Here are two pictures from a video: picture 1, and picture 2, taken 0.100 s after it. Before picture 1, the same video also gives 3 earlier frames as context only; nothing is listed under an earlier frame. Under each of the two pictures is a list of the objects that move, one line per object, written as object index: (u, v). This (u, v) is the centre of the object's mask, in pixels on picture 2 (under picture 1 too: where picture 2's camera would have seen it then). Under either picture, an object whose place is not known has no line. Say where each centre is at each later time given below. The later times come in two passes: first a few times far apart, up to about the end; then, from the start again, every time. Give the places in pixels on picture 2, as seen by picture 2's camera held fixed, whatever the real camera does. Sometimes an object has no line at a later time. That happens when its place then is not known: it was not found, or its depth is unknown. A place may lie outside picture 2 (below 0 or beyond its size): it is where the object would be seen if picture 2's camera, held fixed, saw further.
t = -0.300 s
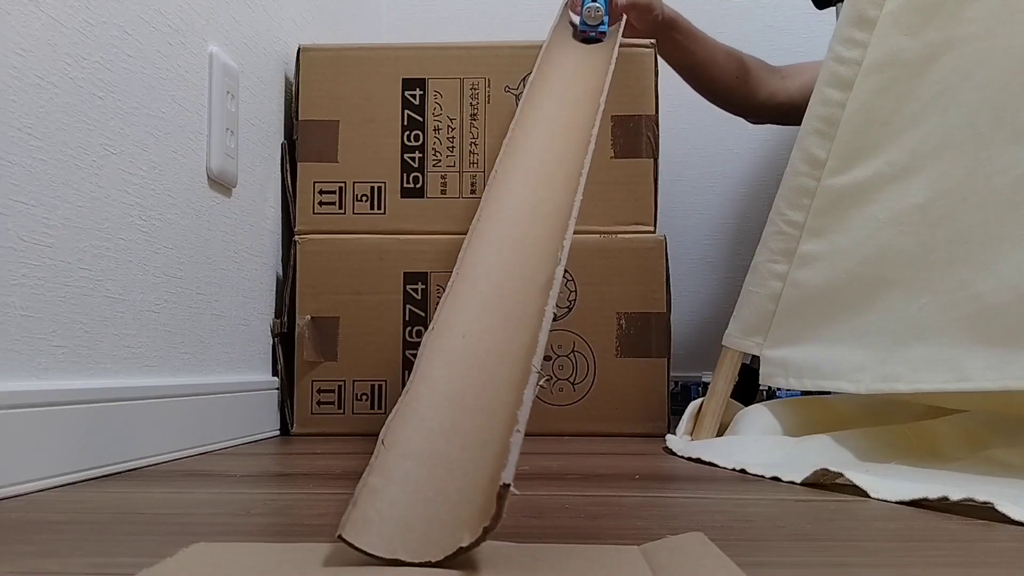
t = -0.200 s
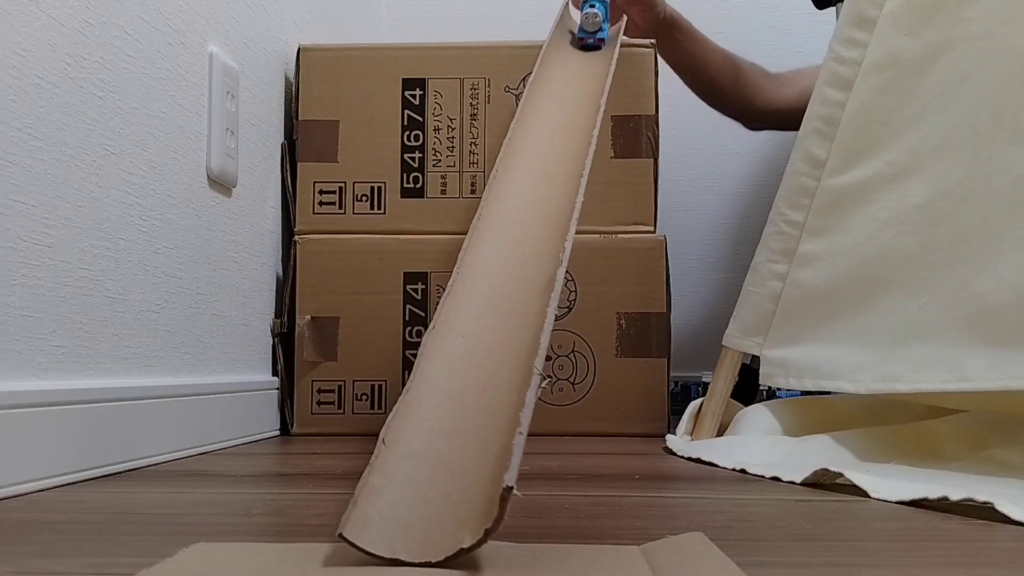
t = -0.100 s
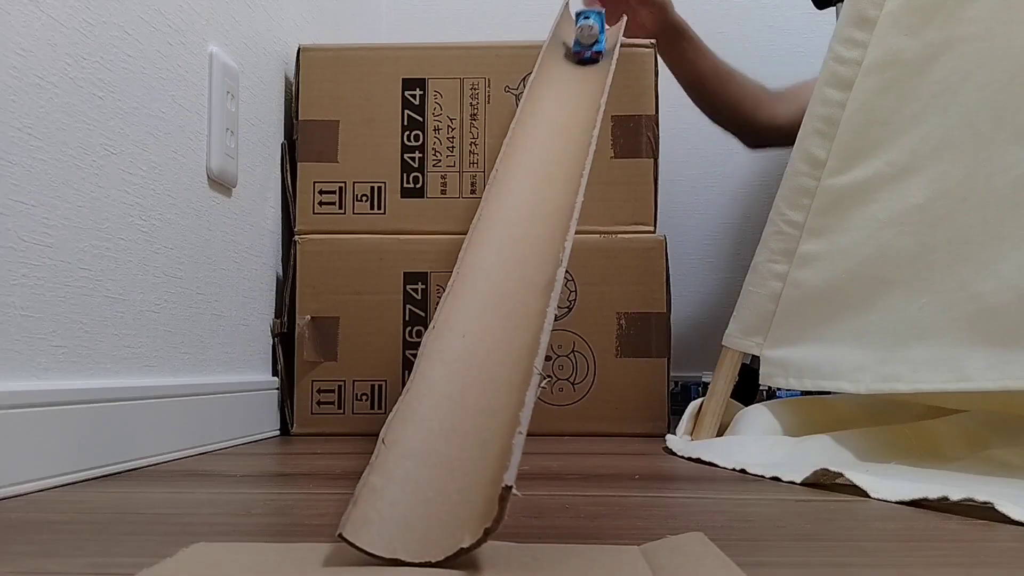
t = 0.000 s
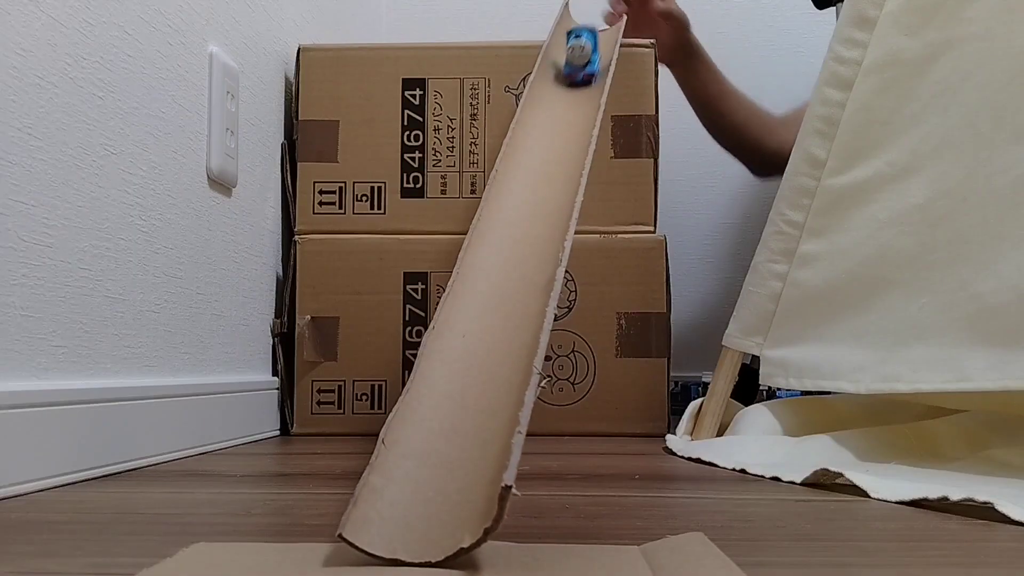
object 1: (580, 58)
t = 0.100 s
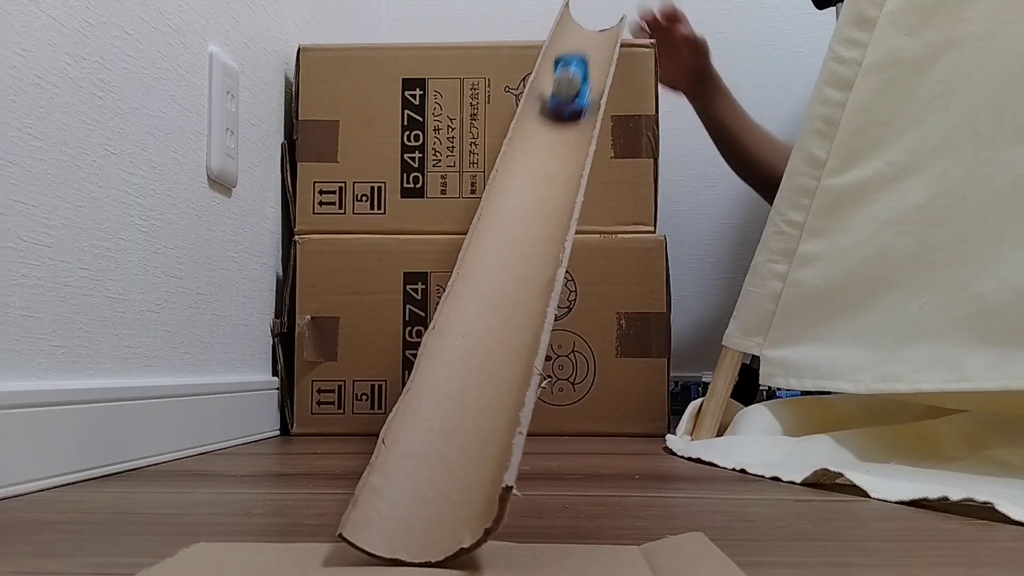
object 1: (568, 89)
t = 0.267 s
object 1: (532, 186)
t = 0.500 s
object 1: (326, 504)
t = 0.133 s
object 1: (563, 103)
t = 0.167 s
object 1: (557, 119)
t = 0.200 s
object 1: (549, 138)
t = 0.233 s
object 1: (541, 160)
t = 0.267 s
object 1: (532, 186)
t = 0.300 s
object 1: (519, 219)
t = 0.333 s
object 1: (503, 260)
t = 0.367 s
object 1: (484, 309)
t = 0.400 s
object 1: (458, 381)
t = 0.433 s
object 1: (423, 466)
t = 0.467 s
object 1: (381, 492)
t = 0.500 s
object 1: (326, 504)
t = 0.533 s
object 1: (280, 508)
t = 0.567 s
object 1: (232, 521)
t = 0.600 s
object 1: (182, 528)
